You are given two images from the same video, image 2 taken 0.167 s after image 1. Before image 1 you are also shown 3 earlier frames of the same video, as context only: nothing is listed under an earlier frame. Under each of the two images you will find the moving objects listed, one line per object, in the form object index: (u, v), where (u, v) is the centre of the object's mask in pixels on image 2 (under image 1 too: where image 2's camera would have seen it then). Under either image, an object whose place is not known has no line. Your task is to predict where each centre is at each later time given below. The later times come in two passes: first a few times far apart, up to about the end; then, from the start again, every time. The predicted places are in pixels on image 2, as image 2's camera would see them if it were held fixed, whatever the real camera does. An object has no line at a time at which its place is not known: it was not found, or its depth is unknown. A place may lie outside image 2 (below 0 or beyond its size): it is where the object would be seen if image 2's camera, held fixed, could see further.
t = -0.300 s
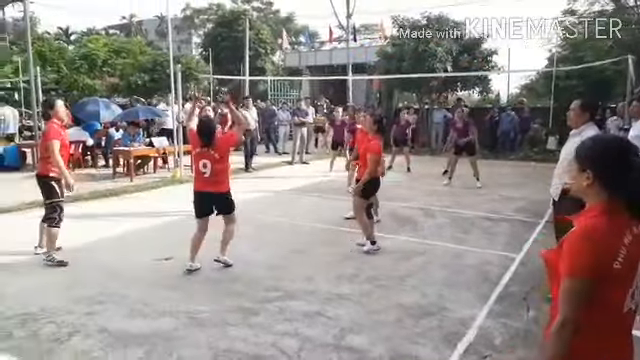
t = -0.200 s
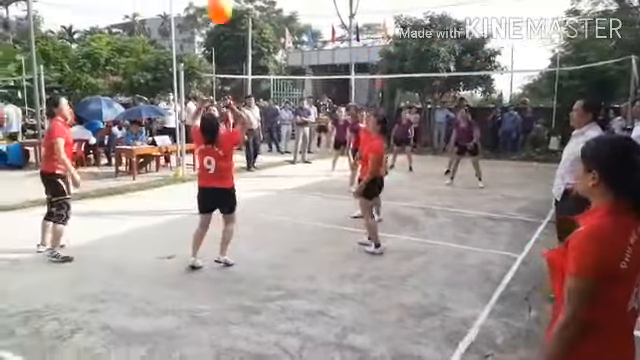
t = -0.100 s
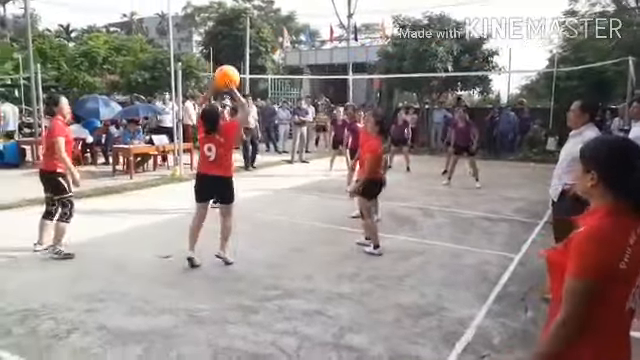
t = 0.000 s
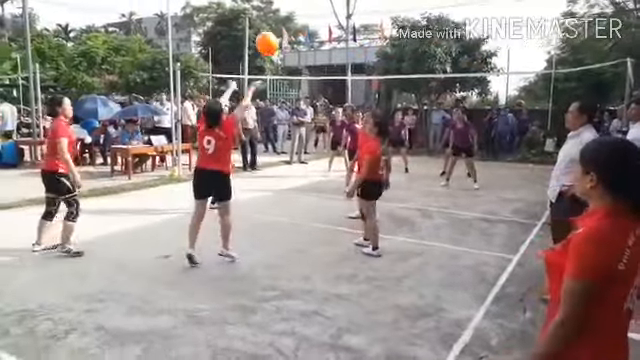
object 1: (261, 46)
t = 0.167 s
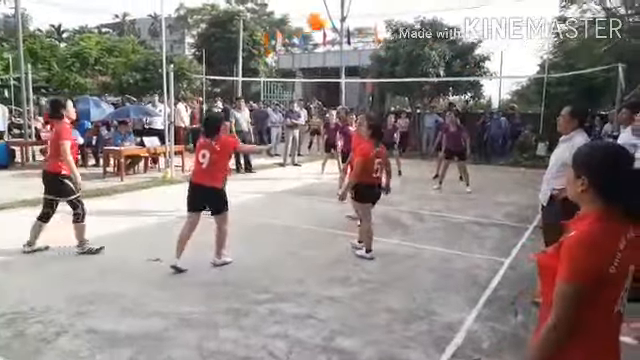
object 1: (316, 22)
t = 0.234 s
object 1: (332, 21)
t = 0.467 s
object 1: (377, 36)
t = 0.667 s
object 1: (403, 74)
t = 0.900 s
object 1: (422, 133)
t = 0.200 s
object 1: (325, 21)
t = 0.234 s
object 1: (332, 21)
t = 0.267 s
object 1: (340, 22)
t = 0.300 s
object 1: (348, 23)
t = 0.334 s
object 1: (352, 23)
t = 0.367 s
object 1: (360, 26)
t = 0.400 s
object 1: (367, 30)
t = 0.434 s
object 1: (373, 35)
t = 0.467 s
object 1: (377, 36)
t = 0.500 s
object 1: (381, 39)
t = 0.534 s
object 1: (384, 45)
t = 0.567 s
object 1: (392, 53)
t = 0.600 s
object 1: (396, 60)
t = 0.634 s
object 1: (400, 67)
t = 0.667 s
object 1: (403, 74)
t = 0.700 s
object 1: (406, 82)
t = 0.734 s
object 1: (409, 90)
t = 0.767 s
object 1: (412, 98)
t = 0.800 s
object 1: (415, 106)
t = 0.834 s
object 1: (418, 115)
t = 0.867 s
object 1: (420, 121)
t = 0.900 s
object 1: (422, 133)
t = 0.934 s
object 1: (423, 140)
